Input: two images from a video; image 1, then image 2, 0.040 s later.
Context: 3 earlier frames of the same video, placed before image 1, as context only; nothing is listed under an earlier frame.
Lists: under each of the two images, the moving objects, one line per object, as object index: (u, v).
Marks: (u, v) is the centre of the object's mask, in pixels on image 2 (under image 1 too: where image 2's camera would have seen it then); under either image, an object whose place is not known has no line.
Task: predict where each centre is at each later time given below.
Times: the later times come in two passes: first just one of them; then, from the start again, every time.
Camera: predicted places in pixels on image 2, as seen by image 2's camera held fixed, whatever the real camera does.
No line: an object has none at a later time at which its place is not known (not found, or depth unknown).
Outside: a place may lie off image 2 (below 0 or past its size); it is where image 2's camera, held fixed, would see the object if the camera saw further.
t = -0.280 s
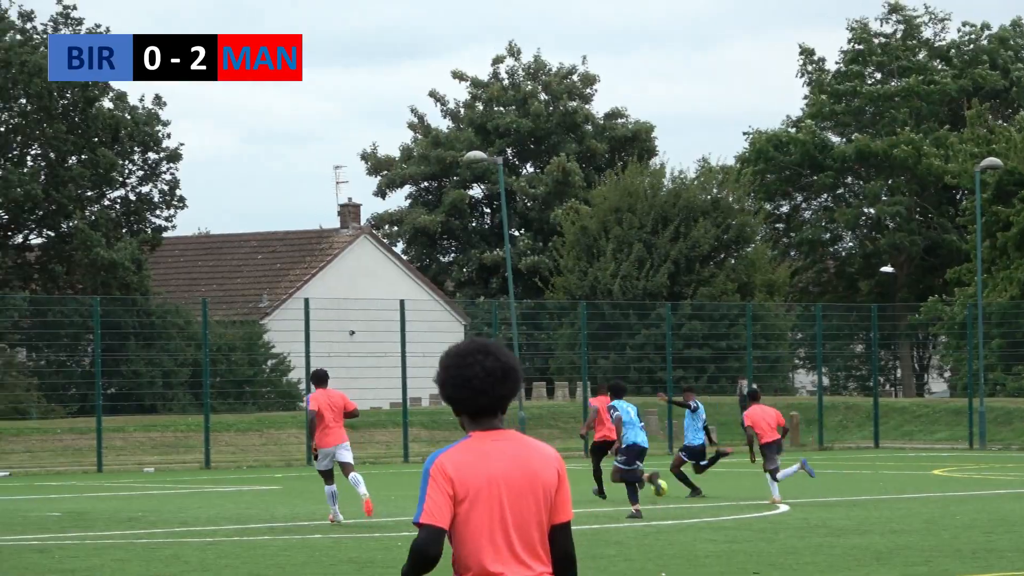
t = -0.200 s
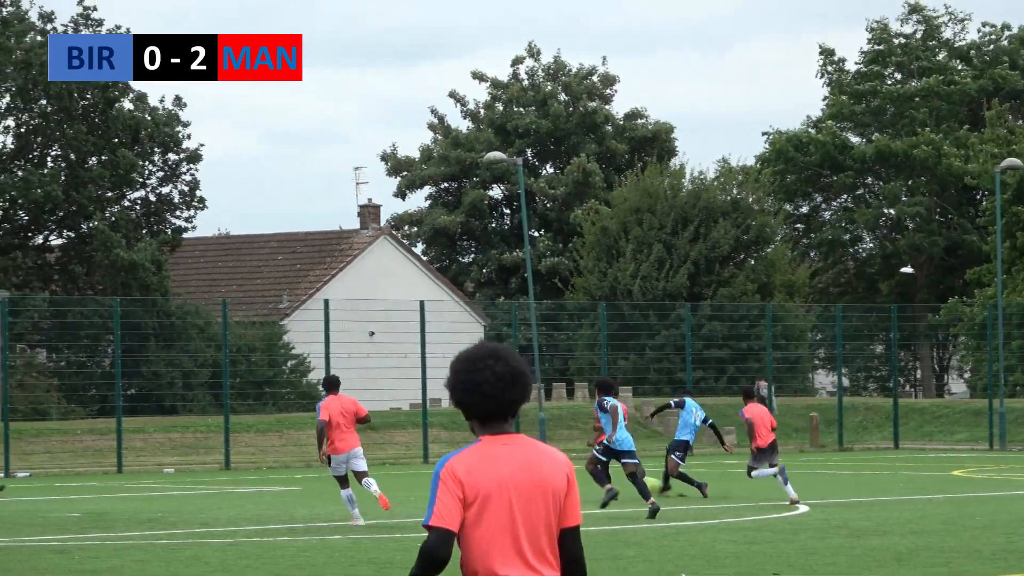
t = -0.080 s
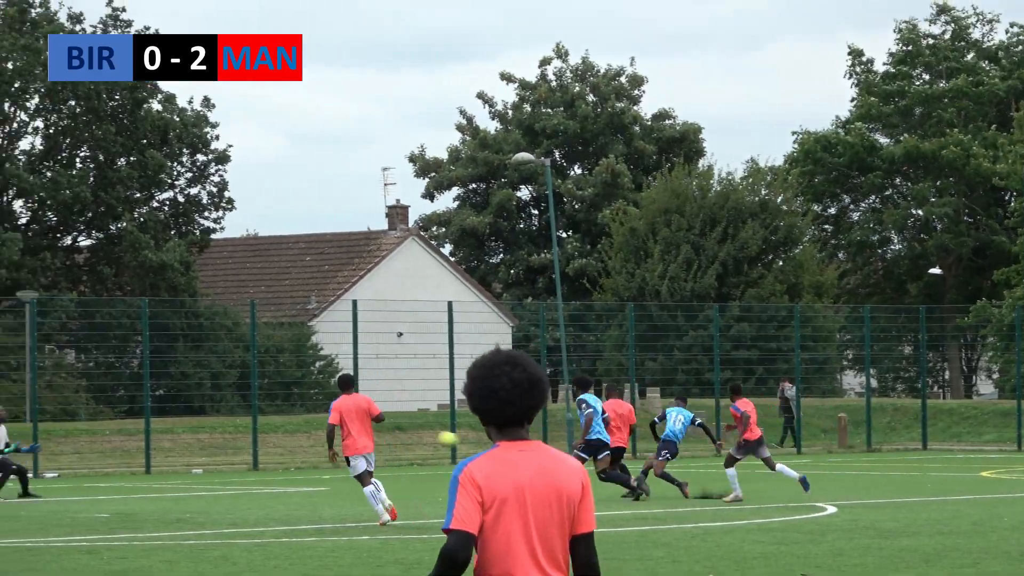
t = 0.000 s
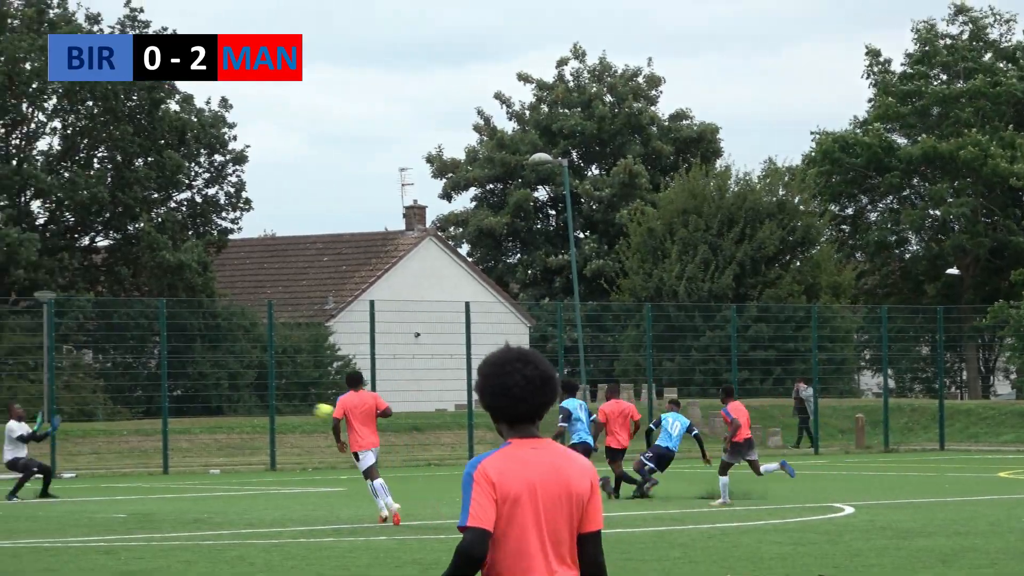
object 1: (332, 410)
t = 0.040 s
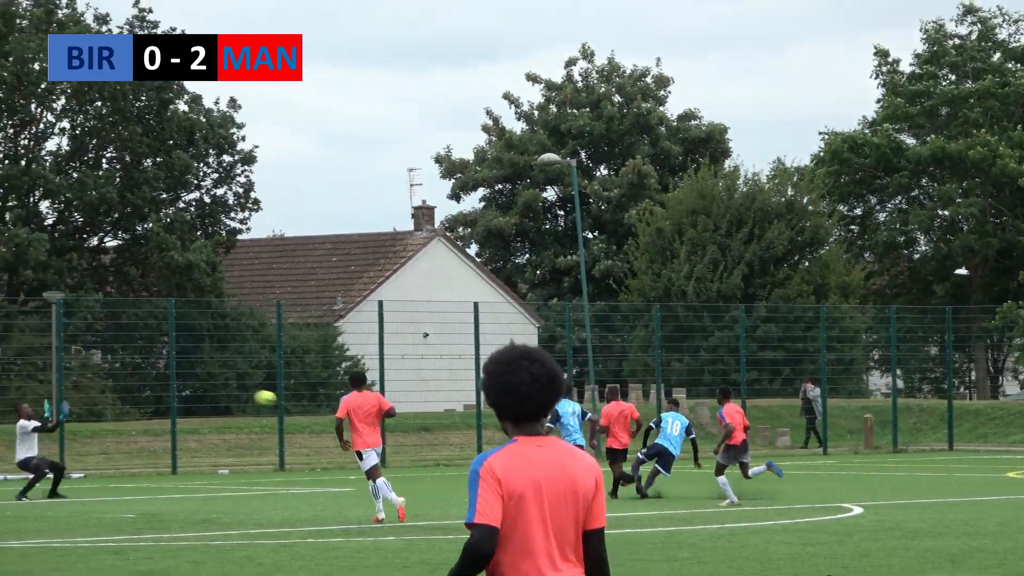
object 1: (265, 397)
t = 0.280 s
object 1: (-107, 325)
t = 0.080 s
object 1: (199, 384)
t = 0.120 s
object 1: (135, 371)
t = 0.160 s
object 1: (73, 358)
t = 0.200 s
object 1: (12, 346)
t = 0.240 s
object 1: (-47, 335)
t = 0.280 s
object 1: (-107, 325)
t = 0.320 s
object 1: (-169, 317)
